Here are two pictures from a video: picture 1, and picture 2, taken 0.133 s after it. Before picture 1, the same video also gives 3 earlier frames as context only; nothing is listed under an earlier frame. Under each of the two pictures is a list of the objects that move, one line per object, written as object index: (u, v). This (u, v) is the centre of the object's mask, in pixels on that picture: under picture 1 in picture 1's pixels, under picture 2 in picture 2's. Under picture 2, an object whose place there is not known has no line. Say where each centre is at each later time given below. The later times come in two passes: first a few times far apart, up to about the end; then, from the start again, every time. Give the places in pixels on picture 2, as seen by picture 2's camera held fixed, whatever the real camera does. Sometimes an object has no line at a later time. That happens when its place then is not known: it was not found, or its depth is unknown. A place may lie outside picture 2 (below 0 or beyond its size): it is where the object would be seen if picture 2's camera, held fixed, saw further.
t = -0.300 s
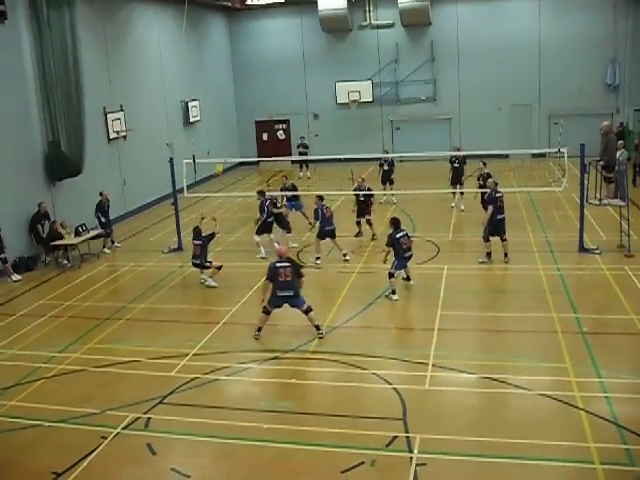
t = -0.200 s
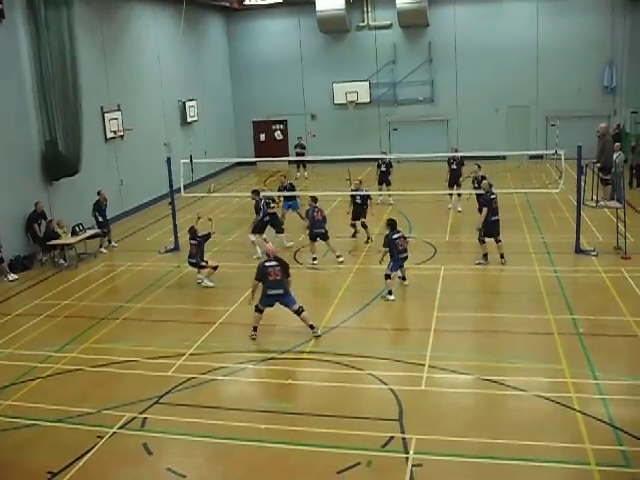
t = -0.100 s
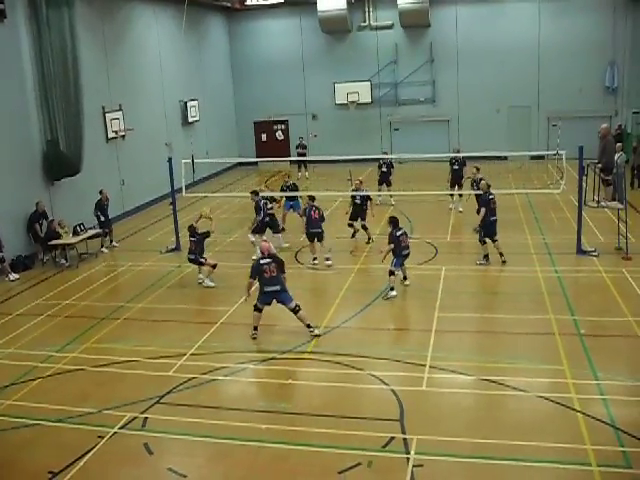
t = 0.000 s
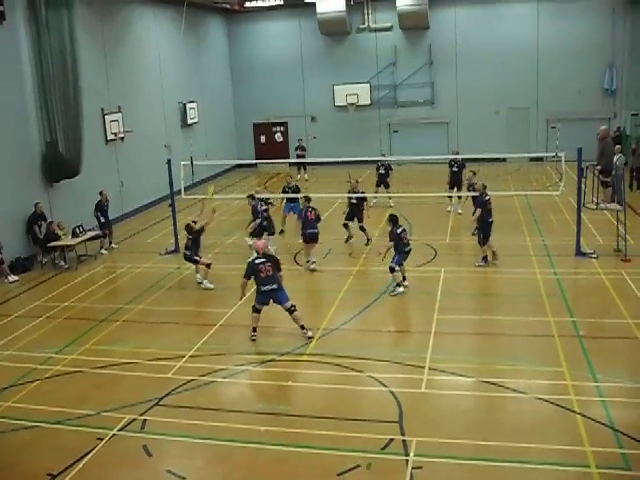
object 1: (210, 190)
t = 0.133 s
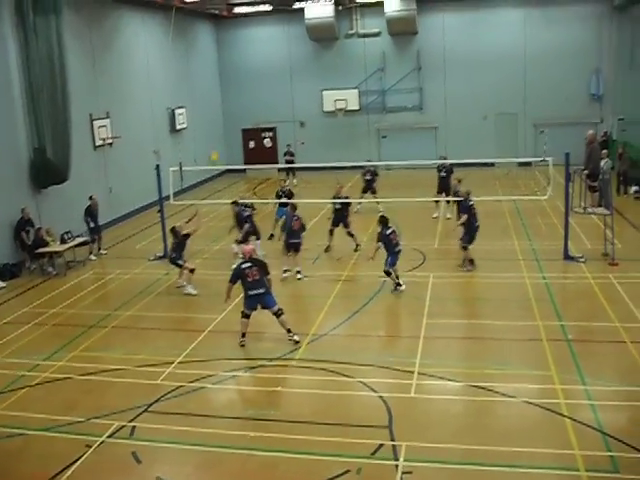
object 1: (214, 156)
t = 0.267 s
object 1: (228, 125)
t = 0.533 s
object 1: (259, 86)
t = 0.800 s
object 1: (293, 80)
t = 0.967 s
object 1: (315, 93)
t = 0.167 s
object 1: (217, 149)
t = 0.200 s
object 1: (221, 140)
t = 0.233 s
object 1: (224, 133)
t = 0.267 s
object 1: (228, 125)
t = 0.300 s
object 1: (231, 118)
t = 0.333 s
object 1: (235, 112)
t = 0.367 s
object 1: (239, 106)
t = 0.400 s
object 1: (243, 101)
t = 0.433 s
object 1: (247, 97)
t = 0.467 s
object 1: (252, 93)
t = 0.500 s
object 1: (256, 89)
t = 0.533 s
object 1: (259, 86)
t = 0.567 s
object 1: (264, 83)
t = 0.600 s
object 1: (267, 82)
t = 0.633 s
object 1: (271, 80)
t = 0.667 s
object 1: (276, 80)
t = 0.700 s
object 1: (281, 78)
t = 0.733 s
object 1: (285, 79)
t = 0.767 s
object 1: (288, 79)
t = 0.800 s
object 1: (293, 80)
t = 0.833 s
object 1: (297, 81)
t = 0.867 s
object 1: (302, 84)
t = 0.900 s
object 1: (306, 87)
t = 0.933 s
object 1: (310, 90)
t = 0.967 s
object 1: (315, 93)
